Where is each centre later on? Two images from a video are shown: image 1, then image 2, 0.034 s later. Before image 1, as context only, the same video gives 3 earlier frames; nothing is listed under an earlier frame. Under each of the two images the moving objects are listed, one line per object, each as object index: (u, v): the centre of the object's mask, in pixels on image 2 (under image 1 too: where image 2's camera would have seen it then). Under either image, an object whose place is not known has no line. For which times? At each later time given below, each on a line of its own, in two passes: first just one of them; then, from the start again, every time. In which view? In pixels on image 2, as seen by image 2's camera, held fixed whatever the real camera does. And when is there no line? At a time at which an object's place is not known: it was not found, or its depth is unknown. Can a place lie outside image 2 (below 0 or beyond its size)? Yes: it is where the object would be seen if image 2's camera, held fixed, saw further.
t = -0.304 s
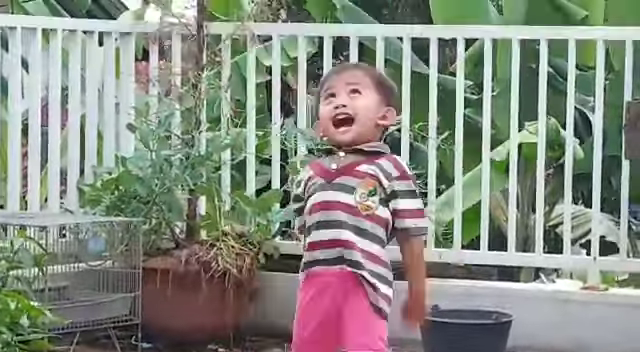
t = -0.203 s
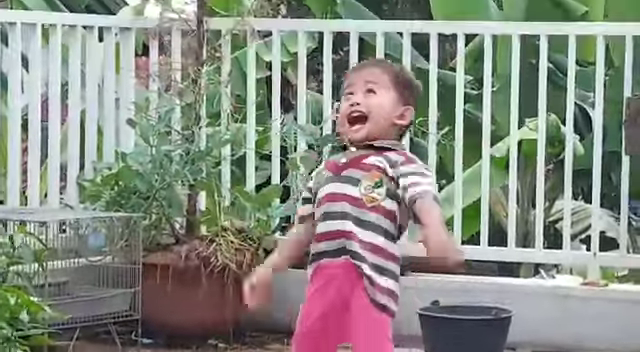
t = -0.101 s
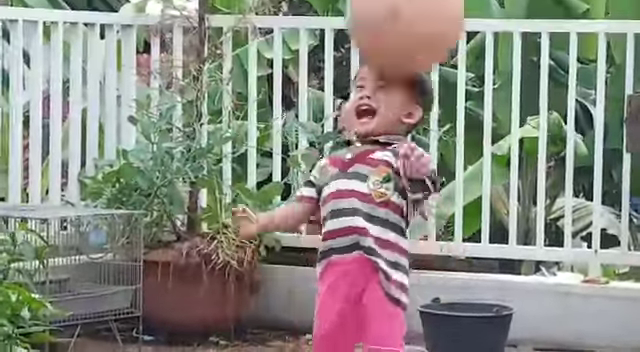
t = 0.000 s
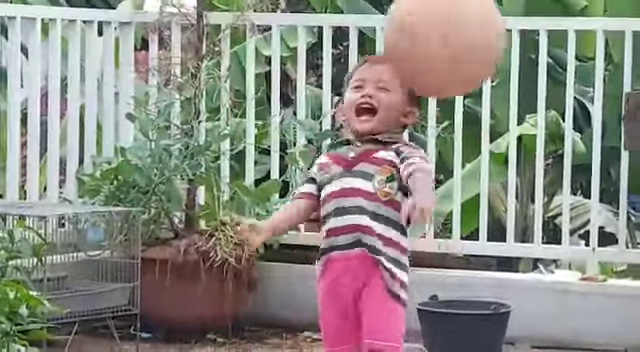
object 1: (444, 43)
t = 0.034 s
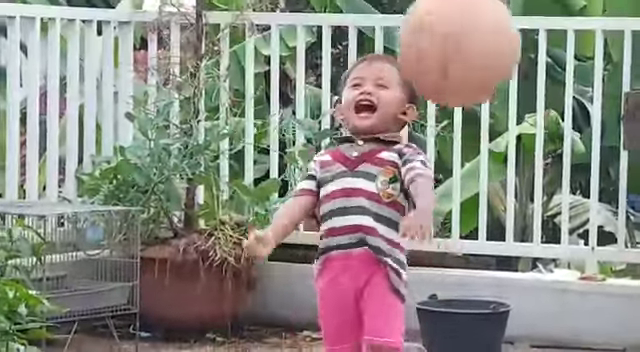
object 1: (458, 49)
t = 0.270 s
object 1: (571, 288)
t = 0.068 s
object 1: (476, 60)
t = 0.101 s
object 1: (492, 82)
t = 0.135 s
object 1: (509, 109)
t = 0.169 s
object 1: (523, 144)
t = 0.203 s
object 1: (540, 182)
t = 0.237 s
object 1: (557, 229)
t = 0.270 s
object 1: (571, 288)
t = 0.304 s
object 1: (583, 323)
